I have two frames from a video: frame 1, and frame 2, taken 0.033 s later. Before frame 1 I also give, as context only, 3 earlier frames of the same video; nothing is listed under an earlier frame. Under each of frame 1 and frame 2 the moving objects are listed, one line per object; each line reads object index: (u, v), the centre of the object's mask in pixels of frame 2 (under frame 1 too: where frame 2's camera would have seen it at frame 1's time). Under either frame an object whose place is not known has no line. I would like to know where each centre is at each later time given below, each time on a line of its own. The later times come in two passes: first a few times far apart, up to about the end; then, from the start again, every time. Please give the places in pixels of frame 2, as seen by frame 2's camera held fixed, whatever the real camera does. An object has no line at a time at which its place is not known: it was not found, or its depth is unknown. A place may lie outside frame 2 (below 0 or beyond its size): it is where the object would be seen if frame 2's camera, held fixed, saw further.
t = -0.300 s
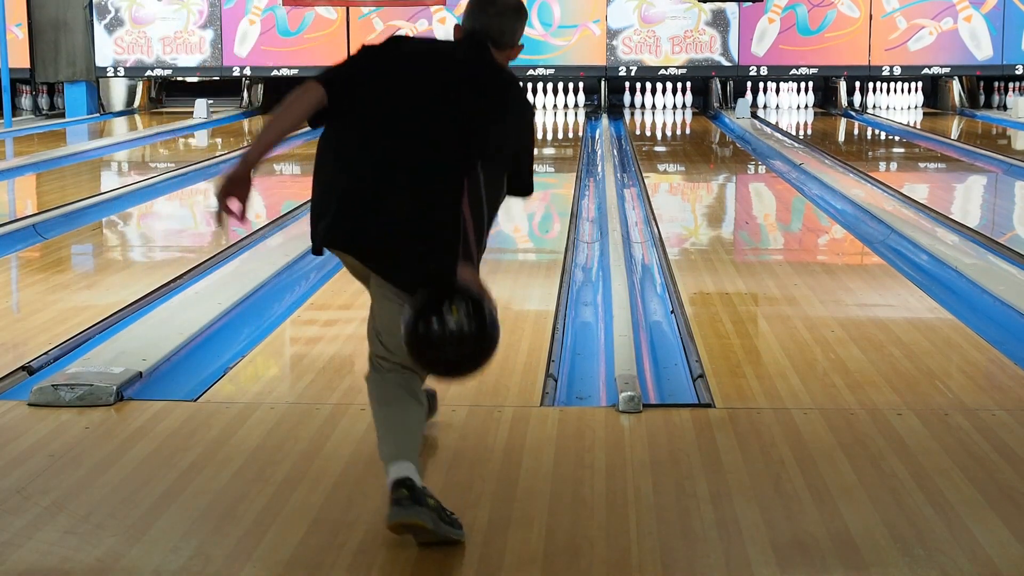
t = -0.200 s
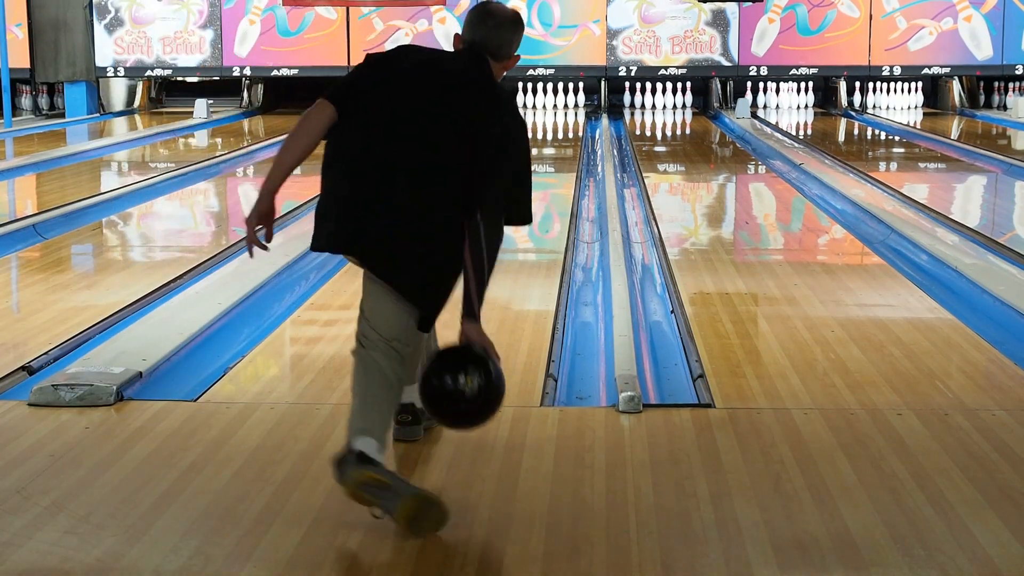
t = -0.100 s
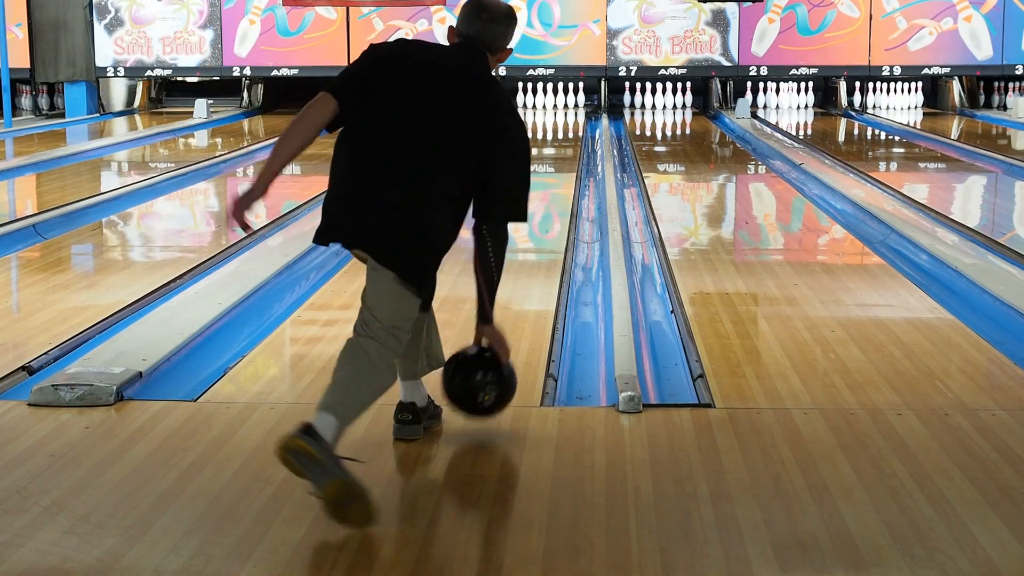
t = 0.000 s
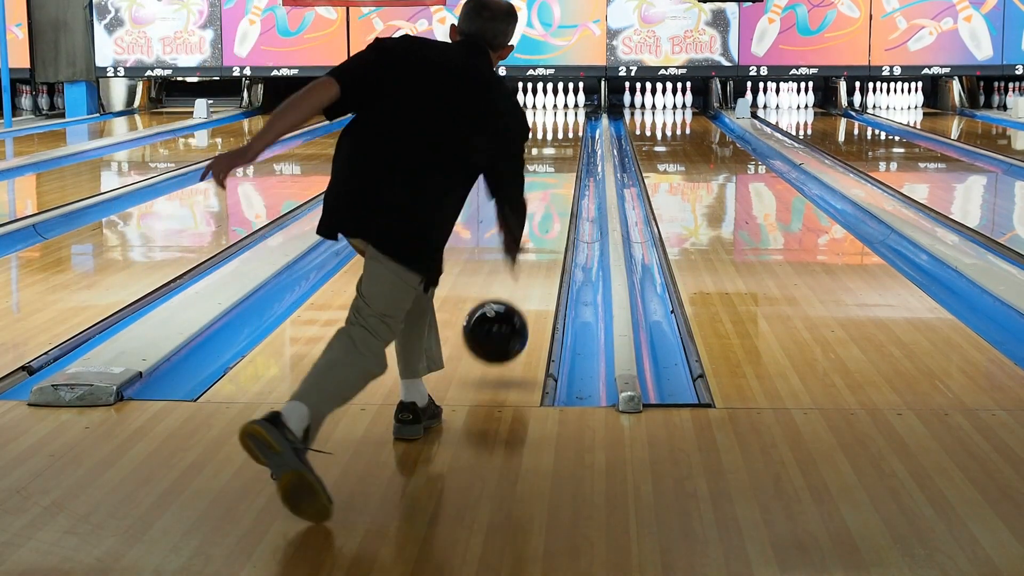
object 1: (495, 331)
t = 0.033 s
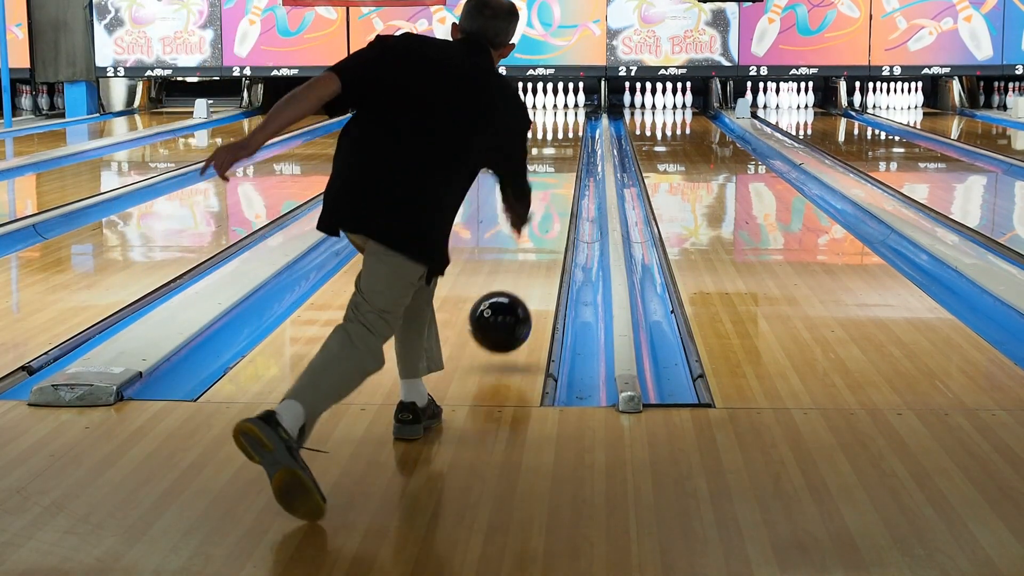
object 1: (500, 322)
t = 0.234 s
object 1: (522, 277)
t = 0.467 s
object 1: (538, 233)
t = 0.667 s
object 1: (546, 206)
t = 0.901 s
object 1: (553, 183)
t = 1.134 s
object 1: (557, 166)
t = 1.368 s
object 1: (560, 153)
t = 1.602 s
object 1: (562, 142)
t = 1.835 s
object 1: (563, 133)
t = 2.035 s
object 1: (562, 126)
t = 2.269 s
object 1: (561, 120)
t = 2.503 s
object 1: (561, 115)
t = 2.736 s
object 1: (559, 110)
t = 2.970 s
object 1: (556, 106)
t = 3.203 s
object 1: (554, 103)
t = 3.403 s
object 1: (554, 101)
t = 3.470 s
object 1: (553, 101)
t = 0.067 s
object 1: (504, 316)
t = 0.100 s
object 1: (509, 313)
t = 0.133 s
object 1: (512, 304)
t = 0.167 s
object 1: (516, 294)
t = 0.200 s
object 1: (519, 285)
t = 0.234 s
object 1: (522, 277)
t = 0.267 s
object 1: (525, 270)
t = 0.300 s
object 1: (528, 263)
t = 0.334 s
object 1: (530, 256)
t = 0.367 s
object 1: (532, 250)
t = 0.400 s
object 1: (534, 244)
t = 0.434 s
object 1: (536, 238)
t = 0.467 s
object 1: (538, 233)
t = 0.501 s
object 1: (540, 227)
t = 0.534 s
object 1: (541, 223)
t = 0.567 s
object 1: (542, 218)
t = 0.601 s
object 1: (544, 214)
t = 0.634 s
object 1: (545, 210)
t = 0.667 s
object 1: (546, 206)
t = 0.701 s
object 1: (548, 202)
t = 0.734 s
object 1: (549, 199)
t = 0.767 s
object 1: (550, 195)
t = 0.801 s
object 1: (551, 192)
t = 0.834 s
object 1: (552, 189)
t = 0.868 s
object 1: (553, 186)
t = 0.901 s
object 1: (553, 183)
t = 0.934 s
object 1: (554, 180)
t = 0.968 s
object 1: (555, 177)
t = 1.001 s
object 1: (555, 175)
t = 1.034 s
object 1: (556, 172)
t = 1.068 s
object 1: (556, 170)
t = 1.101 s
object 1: (557, 168)
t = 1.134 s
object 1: (557, 166)
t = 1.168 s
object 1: (558, 163)
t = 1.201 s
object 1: (558, 161)
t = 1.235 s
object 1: (559, 159)
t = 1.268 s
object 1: (559, 157)
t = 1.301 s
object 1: (559, 156)
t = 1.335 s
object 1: (560, 154)
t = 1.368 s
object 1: (560, 153)
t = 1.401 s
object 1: (560, 150)
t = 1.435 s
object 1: (561, 149)
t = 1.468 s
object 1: (561, 147)
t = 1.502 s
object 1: (561, 146)
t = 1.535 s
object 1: (561, 144)
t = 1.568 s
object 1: (562, 143)
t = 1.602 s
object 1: (562, 142)
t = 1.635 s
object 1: (562, 140)
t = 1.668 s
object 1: (562, 139)
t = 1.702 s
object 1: (562, 138)
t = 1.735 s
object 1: (562, 136)
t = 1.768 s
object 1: (562, 135)
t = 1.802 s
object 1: (562, 134)
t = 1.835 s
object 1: (563, 133)
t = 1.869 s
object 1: (563, 132)
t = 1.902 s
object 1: (562, 130)
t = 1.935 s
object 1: (562, 130)
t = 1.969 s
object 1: (562, 129)
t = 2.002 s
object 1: (562, 128)
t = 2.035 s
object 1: (562, 126)
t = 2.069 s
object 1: (562, 126)
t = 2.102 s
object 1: (562, 125)
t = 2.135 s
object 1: (562, 124)
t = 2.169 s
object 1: (562, 123)
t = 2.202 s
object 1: (562, 122)
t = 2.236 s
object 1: (562, 121)
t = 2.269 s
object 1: (561, 120)
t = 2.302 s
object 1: (561, 120)
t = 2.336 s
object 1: (561, 119)
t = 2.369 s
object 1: (561, 118)
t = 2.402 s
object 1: (561, 118)
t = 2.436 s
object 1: (561, 117)
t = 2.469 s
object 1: (561, 116)
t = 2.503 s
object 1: (561, 115)
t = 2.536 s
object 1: (560, 114)
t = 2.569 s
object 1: (560, 114)
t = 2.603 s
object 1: (560, 112)
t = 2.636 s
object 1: (560, 112)
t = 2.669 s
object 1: (559, 111)
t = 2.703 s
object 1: (559, 111)
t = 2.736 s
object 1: (559, 110)
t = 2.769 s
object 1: (559, 110)
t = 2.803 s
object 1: (558, 109)
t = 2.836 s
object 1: (558, 109)
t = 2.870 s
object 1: (558, 108)
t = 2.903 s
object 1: (557, 107)
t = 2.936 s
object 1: (557, 106)
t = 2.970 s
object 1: (556, 106)
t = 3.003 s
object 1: (556, 105)
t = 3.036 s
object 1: (555, 104)
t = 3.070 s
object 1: (554, 104)
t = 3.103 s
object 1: (554, 103)
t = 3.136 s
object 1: (554, 103)
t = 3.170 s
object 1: (554, 103)
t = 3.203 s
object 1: (554, 103)
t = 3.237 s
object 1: (554, 102)
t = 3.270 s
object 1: (554, 102)
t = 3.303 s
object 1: (554, 102)
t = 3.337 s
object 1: (554, 102)
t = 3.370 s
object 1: (554, 102)
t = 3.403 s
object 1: (554, 101)
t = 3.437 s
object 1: (554, 101)
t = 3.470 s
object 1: (553, 101)
